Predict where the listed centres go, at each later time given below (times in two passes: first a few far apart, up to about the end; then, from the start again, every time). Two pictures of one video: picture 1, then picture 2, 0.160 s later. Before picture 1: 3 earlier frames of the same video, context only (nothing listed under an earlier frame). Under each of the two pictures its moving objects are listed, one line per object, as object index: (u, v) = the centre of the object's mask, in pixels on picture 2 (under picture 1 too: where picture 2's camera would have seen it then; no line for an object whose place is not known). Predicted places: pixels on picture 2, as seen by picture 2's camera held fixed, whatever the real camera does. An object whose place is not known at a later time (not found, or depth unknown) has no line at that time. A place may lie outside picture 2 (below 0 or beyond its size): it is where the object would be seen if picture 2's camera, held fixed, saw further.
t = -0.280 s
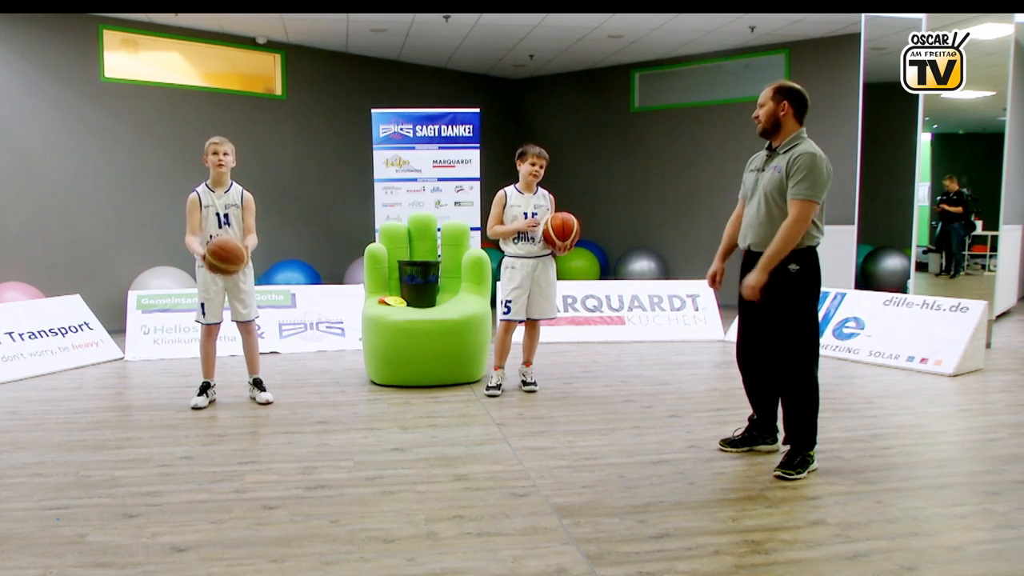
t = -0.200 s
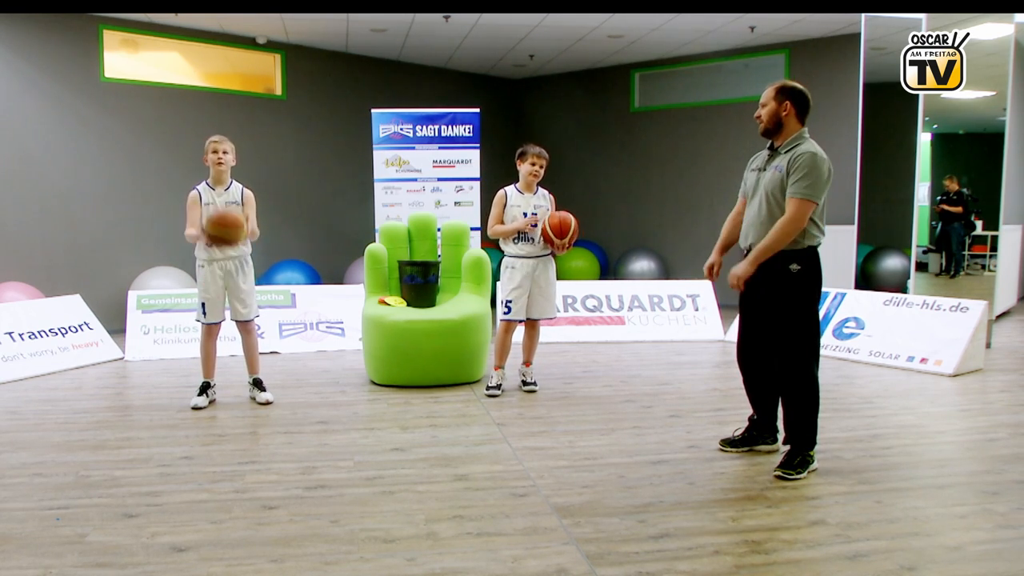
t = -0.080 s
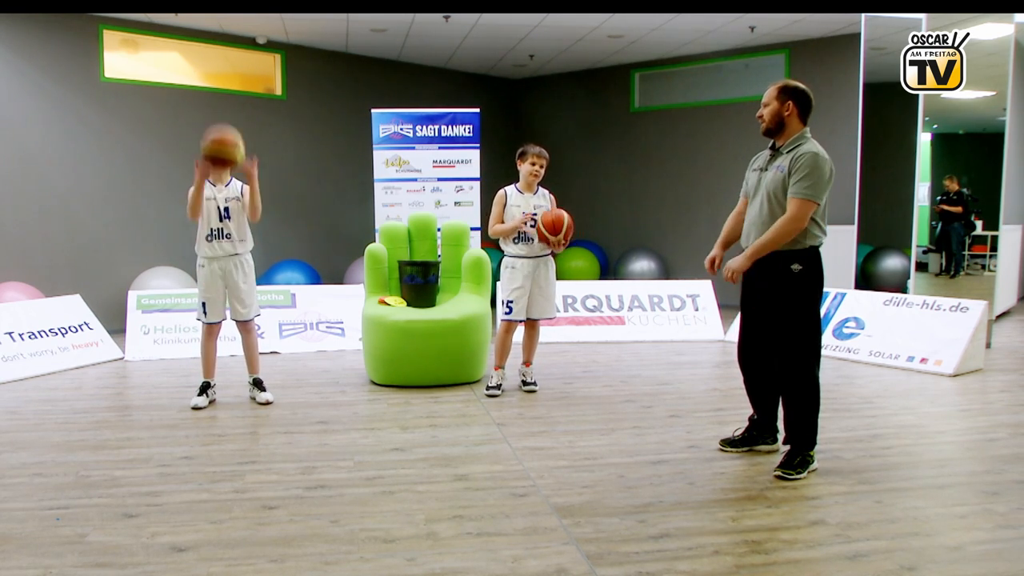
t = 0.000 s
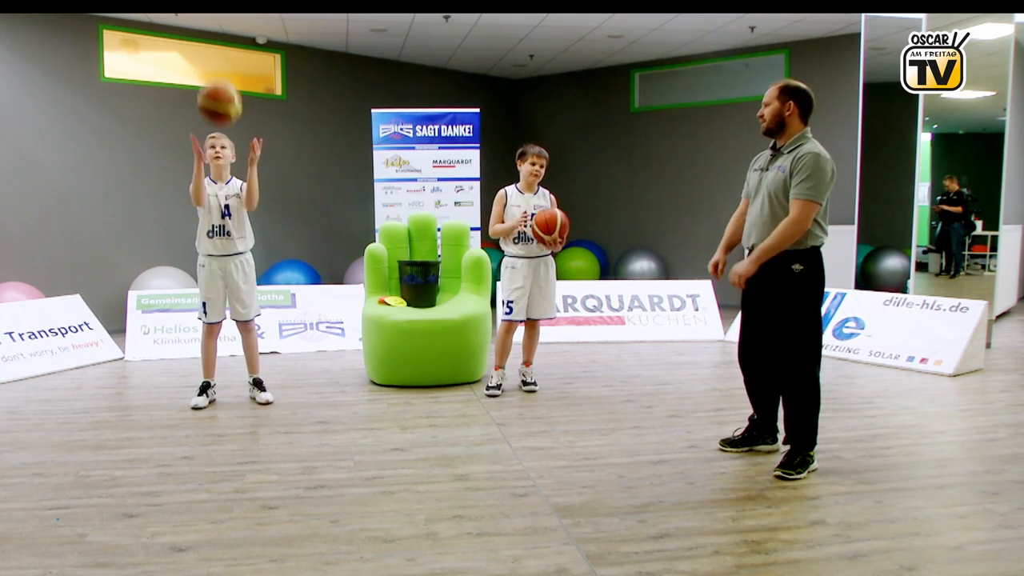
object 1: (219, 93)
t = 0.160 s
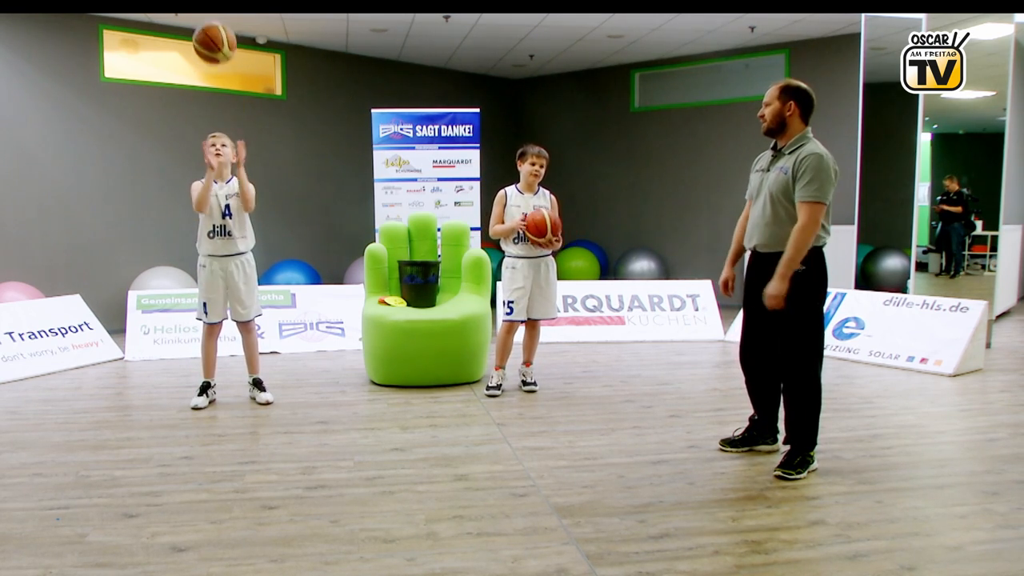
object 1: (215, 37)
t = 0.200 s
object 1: (214, 30)
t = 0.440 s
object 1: (210, 48)
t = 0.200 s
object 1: (214, 30)
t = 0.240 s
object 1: (213, 28)
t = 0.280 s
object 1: (212, 27)
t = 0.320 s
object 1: (211, 29)
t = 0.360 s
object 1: (211, 32)
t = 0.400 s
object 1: (210, 39)
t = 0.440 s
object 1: (210, 48)
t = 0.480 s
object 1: (209, 60)
